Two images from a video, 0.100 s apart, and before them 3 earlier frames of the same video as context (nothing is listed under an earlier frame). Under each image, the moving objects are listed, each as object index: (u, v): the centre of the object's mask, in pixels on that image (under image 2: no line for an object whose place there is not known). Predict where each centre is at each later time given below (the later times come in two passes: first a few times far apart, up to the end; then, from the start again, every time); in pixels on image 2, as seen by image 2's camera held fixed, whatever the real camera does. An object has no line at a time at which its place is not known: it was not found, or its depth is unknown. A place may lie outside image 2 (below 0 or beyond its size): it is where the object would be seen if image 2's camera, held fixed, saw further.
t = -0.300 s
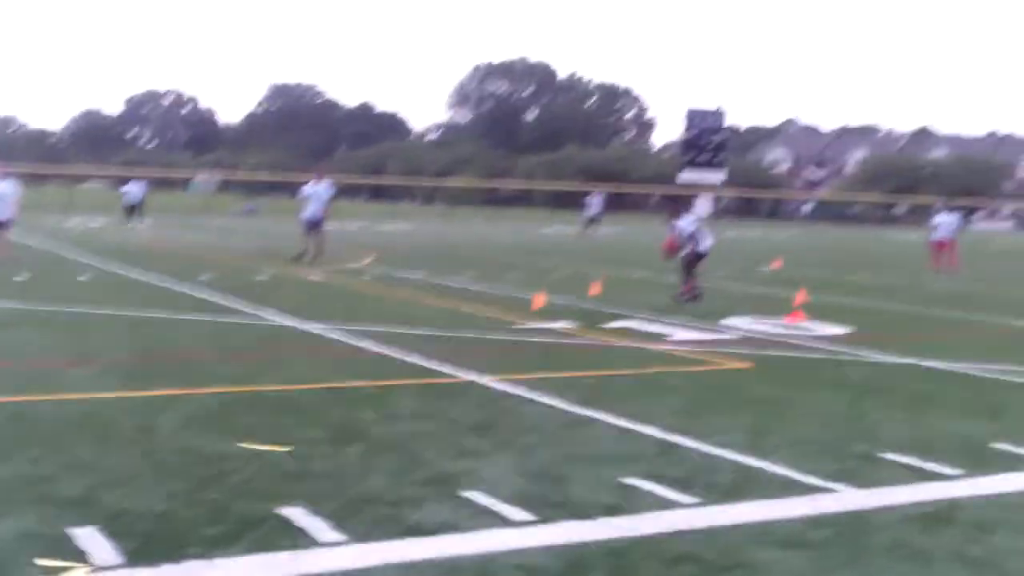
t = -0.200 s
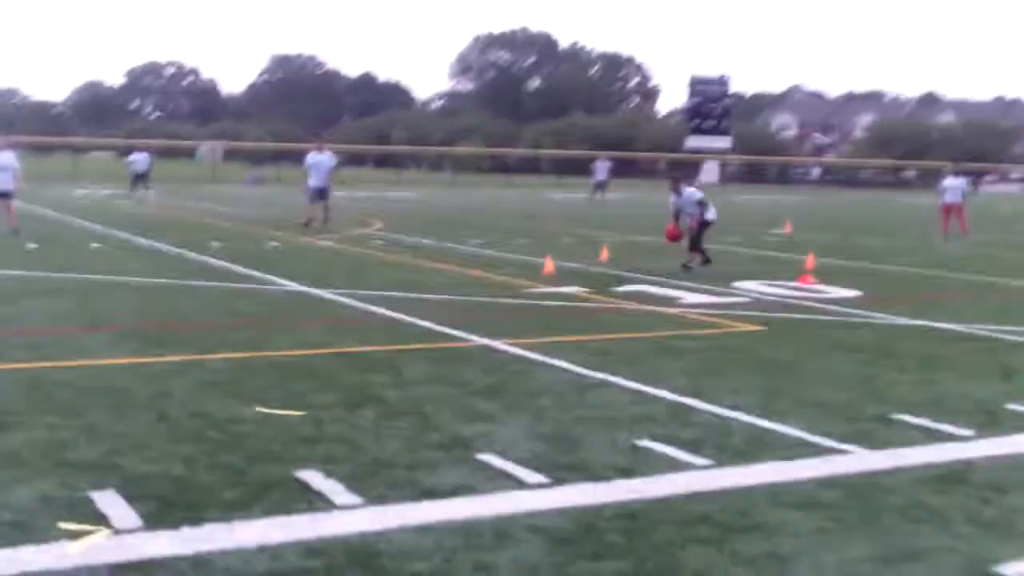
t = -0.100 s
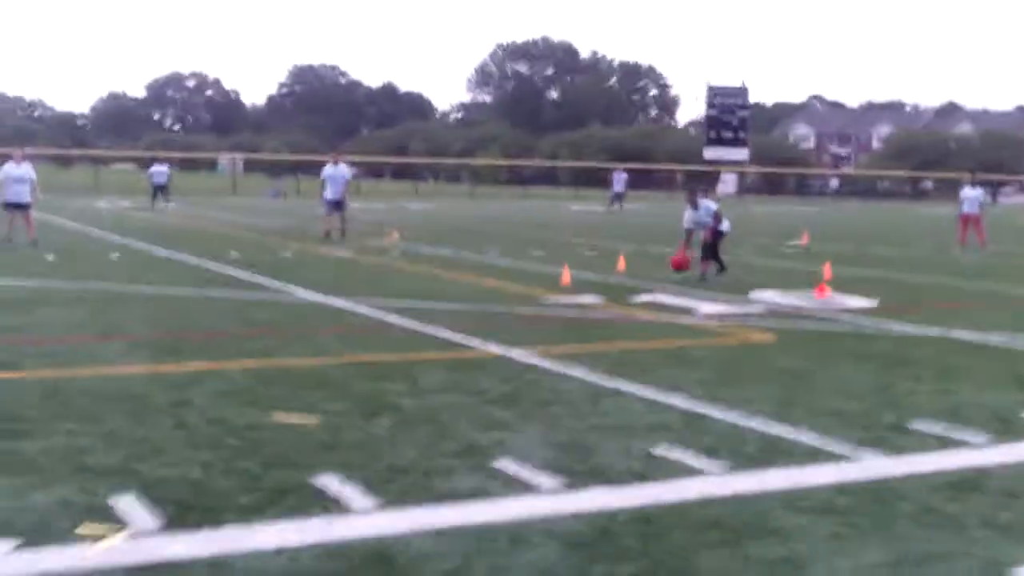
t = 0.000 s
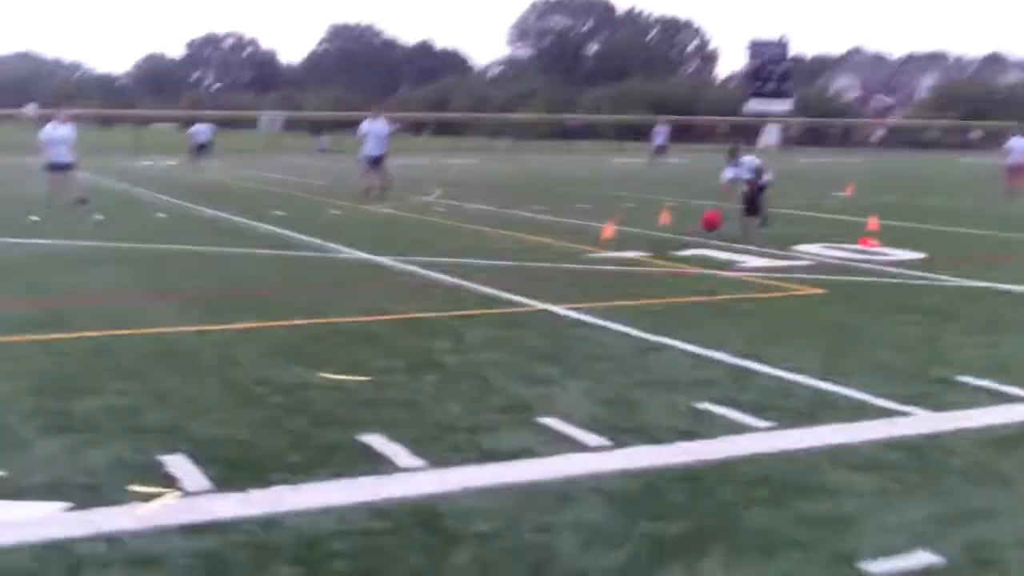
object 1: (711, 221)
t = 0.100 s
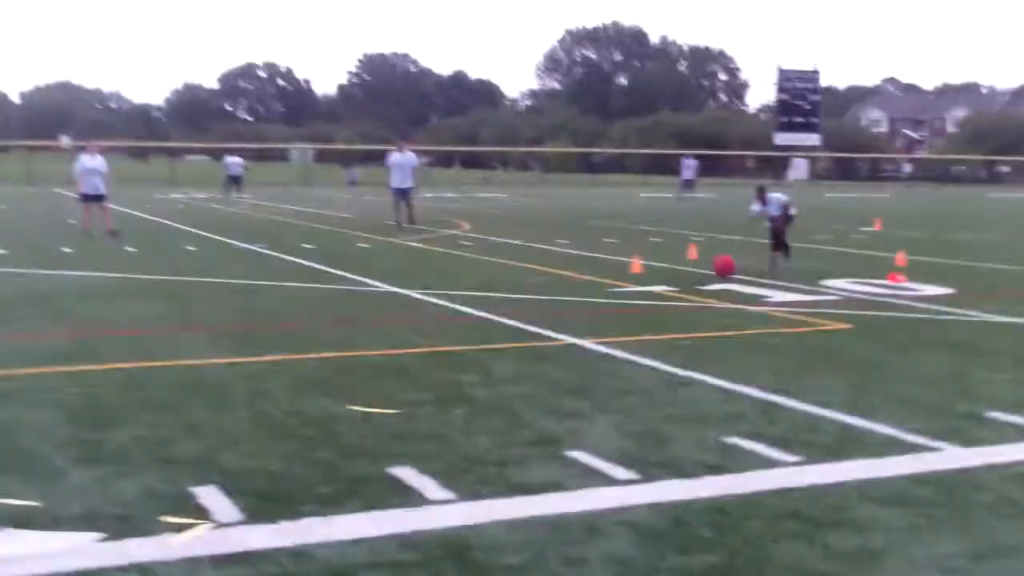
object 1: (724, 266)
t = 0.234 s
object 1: (707, 271)
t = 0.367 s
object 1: (690, 271)
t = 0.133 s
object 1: (720, 271)
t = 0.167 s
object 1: (713, 275)
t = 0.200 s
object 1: (710, 274)
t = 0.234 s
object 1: (707, 271)
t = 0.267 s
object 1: (705, 270)
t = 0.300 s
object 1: (699, 269)
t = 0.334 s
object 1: (693, 269)
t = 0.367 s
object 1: (690, 271)
